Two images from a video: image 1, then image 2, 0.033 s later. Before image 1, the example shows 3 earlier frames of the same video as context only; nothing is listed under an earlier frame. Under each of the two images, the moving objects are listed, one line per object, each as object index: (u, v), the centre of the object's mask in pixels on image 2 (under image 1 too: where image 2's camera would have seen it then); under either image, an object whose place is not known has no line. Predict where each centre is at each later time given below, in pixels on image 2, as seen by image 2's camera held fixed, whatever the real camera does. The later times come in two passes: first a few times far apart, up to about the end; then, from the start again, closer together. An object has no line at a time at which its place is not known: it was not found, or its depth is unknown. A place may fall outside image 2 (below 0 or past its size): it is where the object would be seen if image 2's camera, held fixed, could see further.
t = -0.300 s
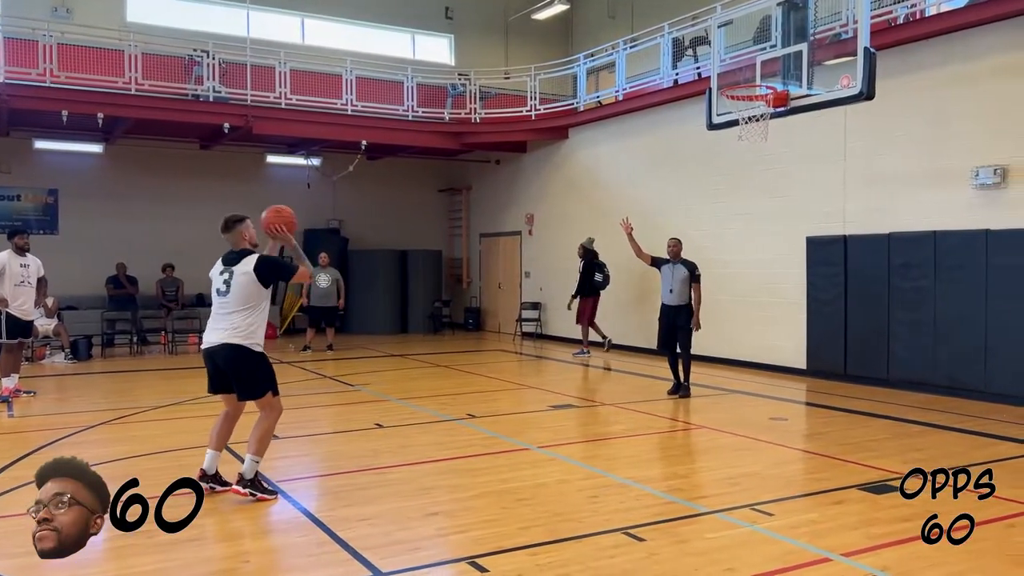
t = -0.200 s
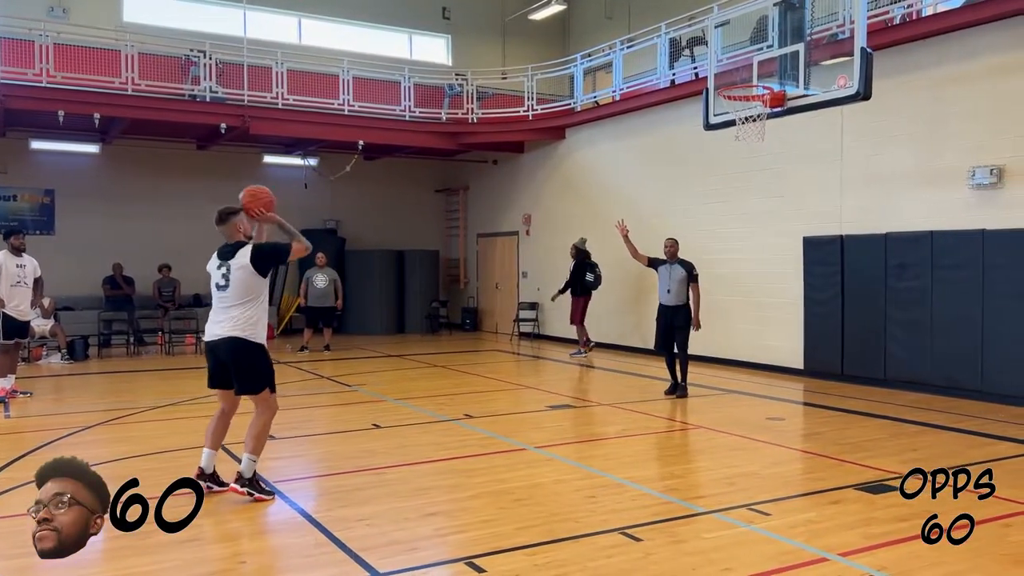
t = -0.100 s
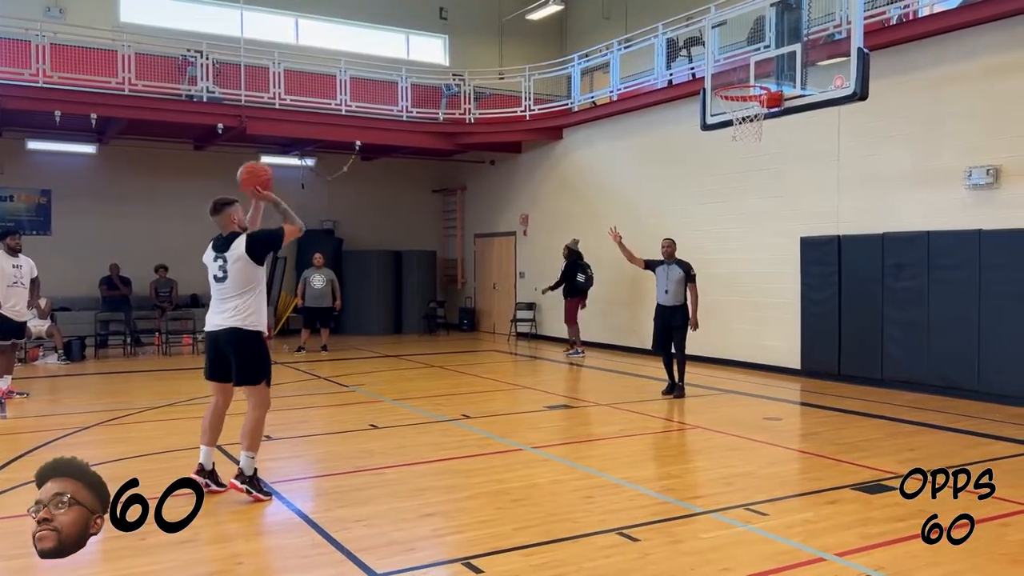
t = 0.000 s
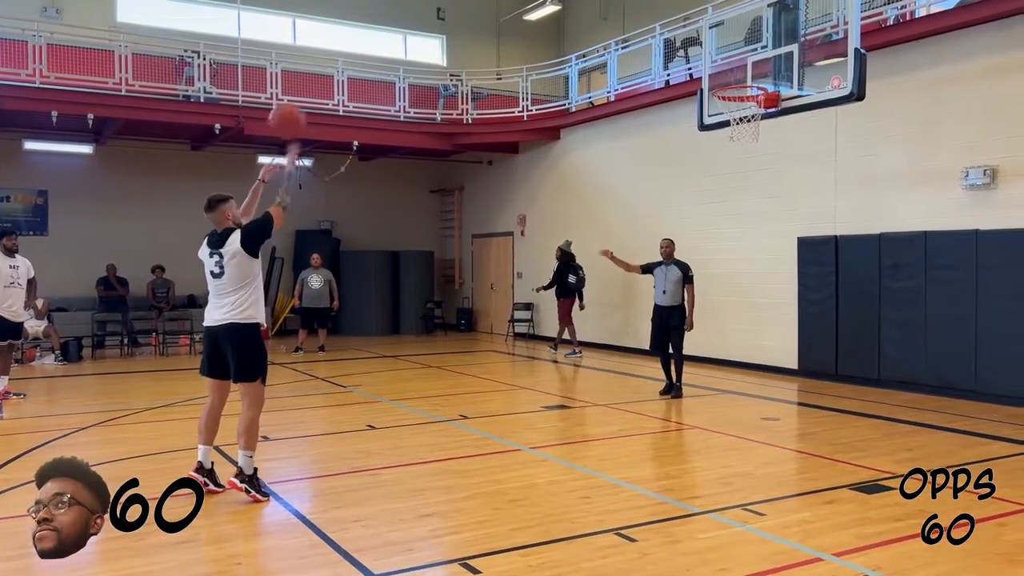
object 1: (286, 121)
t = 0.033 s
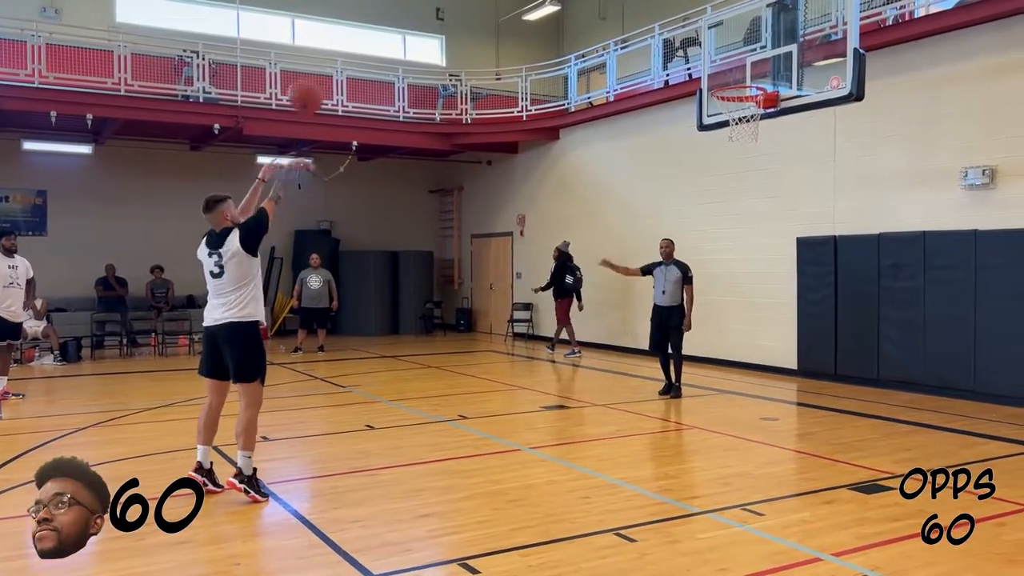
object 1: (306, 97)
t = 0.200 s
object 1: (395, 10)
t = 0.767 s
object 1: (639, -2)
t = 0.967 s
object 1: (711, 65)
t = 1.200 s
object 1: (746, 75)
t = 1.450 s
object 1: (726, 62)
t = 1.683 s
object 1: (704, 113)
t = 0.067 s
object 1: (324, 74)
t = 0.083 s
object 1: (333, 64)
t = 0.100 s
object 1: (342, 54)
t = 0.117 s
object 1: (350, 45)
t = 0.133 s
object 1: (360, 35)
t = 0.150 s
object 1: (369, 26)
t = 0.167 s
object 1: (377, 18)
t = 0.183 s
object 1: (386, 13)
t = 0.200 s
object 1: (395, 10)
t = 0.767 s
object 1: (639, -2)
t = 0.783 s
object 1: (646, 1)
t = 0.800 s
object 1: (652, 3)
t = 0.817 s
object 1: (658, 6)
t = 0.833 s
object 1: (665, 9)
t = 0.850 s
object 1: (670, 13)
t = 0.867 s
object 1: (676, 20)
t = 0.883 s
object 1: (682, 27)
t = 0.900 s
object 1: (688, 34)
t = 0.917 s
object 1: (693, 42)
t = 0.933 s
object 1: (699, 49)
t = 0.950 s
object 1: (705, 57)
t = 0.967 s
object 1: (711, 65)
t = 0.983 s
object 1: (716, 74)
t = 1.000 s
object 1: (720, 78)
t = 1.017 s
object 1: (724, 77)
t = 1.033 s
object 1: (727, 78)
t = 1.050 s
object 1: (730, 78)
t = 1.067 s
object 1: (734, 77)
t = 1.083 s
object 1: (737, 80)
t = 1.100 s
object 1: (740, 81)
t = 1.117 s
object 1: (744, 83)
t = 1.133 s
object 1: (746, 87)
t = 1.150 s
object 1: (751, 80)
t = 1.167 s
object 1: (750, 83)
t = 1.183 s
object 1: (748, 79)
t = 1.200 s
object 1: (746, 75)
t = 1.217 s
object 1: (745, 73)
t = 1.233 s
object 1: (744, 71)
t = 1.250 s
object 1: (742, 68)
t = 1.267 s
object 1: (740, 66)
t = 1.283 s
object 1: (740, 64)
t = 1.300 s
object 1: (738, 62)
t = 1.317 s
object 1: (737, 61)
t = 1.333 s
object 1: (735, 60)
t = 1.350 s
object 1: (734, 59)
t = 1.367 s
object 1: (732, 59)
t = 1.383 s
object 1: (731, 59)
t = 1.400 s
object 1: (730, 59)
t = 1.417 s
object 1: (729, 60)
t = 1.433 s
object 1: (727, 60)
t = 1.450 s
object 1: (726, 62)
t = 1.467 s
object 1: (724, 63)
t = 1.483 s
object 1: (722, 65)
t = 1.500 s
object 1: (720, 68)
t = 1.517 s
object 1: (719, 70)
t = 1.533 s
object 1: (718, 72)
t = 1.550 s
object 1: (717, 75)
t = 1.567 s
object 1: (715, 79)
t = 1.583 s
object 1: (713, 83)
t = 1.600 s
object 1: (712, 88)
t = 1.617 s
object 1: (710, 92)
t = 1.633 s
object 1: (709, 96)
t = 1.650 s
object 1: (708, 102)
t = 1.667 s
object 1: (706, 107)
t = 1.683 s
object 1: (704, 113)
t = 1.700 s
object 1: (703, 119)
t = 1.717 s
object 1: (701, 125)
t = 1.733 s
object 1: (699, 132)
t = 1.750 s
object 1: (698, 139)
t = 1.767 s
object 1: (696, 147)
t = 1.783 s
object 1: (694, 155)
